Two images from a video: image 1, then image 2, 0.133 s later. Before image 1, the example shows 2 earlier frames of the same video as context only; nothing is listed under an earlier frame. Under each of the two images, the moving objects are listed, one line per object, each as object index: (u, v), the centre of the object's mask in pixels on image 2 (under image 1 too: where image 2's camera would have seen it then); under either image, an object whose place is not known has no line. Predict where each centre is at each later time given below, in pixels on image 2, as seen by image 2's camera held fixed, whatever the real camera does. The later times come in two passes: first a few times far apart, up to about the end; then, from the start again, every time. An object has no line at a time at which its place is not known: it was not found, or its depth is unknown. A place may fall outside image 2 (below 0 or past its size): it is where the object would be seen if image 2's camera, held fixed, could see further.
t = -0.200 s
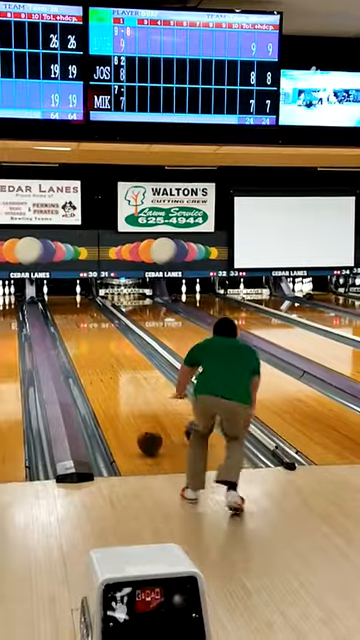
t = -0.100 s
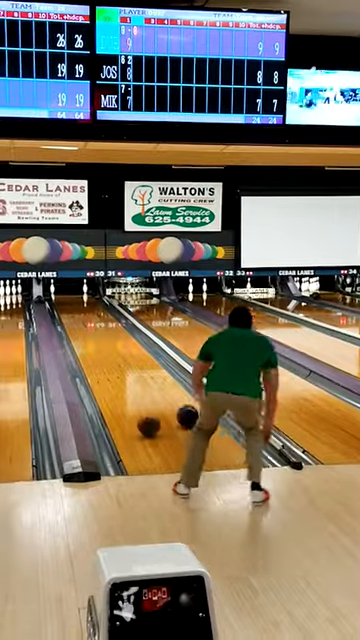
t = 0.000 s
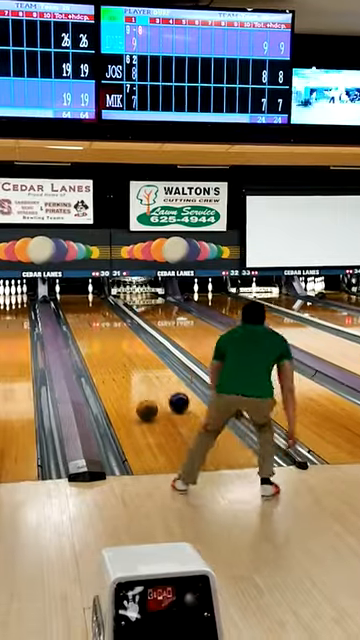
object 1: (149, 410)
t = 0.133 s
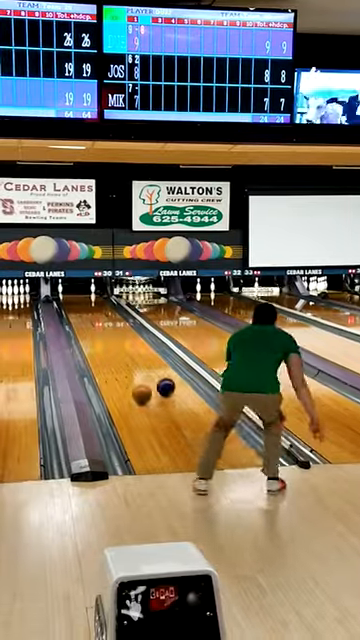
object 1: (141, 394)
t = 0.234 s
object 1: (136, 384)
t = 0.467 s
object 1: (127, 365)
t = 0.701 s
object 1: (120, 350)
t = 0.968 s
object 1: (112, 337)
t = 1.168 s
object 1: (109, 328)
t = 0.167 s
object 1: (140, 391)
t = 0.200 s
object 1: (138, 387)
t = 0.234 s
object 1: (136, 384)
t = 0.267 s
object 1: (135, 381)
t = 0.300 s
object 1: (133, 379)
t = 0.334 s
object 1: (132, 376)
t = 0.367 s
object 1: (131, 373)
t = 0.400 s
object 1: (130, 370)
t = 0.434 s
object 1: (129, 368)
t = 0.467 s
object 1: (127, 365)
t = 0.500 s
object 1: (126, 363)
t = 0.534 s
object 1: (125, 360)
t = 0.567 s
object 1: (124, 359)
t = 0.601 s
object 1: (122, 356)
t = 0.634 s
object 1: (121, 355)
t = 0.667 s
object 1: (120, 352)
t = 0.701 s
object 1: (120, 350)
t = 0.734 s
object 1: (119, 348)
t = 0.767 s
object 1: (118, 346)
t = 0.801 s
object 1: (117, 345)
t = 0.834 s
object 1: (116, 343)
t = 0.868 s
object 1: (115, 342)
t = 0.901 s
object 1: (114, 340)
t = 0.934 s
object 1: (113, 338)
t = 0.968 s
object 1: (112, 337)
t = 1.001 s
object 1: (112, 336)
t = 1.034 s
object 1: (111, 334)
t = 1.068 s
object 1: (111, 332)
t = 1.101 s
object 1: (110, 331)
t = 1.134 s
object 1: (109, 328)
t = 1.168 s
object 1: (109, 328)
